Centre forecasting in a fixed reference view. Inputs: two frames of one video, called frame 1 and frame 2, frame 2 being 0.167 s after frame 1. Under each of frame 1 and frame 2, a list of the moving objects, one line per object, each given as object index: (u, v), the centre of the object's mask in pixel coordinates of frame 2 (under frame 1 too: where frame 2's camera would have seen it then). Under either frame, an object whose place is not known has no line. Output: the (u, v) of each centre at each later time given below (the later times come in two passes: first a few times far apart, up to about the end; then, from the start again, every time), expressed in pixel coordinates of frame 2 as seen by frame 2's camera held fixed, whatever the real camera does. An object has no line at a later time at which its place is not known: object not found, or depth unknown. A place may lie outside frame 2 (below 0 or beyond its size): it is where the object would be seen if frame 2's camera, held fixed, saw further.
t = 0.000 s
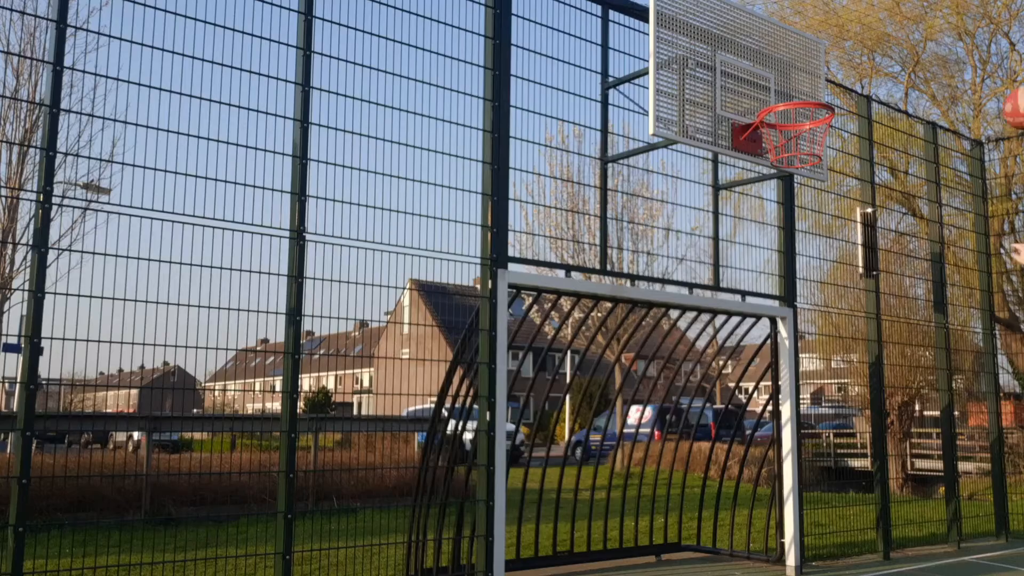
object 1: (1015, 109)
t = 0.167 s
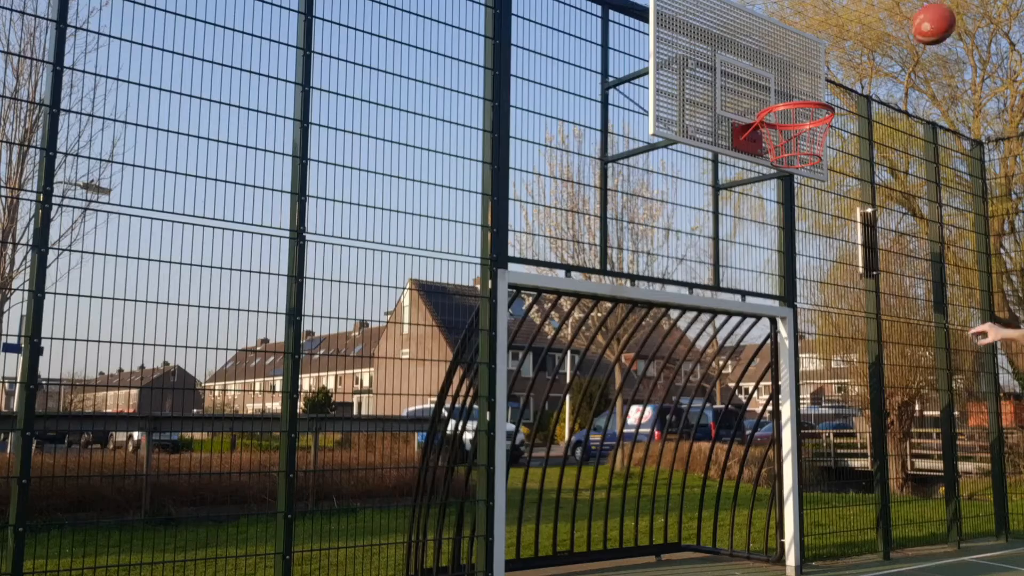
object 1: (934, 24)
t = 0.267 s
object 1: (883, 9)
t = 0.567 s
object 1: (766, 29)
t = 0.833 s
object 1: (765, 73)
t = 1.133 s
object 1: (777, 45)
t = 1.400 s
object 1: (795, 176)
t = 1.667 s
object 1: (834, 564)
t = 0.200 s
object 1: (916, 16)
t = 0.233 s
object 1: (900, 12)
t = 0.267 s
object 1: (883, 9)
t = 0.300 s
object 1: (868, 7)
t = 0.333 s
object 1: (854, 6)
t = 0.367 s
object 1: (840, 6)
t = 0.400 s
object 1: (827, 6)
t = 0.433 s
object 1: (813, 8)
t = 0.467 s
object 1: (801, 10)
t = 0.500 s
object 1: (789, 13)
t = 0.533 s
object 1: (778, 19)
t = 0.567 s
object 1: (766, 29)
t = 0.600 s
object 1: (754, 40)
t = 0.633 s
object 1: (743, 52)
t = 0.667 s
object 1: (732, 66)
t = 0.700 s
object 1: (738, 74)
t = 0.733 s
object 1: (749, 82)
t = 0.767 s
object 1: (760, 92)
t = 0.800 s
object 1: (763, 84)
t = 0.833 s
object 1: (765, 73)
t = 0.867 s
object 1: (766, 63)
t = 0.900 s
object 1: (767, 55)
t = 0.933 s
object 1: (768, 49)
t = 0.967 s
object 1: (769, 45)
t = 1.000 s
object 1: (771, 41)
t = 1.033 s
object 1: (772, 40)
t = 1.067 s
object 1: (773, 40)
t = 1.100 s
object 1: (775, 41)
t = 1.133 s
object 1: (777, 45)
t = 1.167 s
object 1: (779, 51)
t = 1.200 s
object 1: (781, 61)
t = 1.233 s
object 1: (783, 72)
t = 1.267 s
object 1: (785, 87)
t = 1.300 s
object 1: (787, 105)
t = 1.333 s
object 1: (789, 125)
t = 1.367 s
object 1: (792, 149)
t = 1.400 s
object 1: (795, 176)
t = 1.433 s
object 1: (799, 207)
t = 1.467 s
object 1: (802, 243)
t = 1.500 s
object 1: (806, 283)
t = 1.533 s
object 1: (811, 330)
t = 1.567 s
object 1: (817, 383)
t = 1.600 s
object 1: (822, 442)
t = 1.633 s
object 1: (829, 509)
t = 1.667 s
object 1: (834, 564)
